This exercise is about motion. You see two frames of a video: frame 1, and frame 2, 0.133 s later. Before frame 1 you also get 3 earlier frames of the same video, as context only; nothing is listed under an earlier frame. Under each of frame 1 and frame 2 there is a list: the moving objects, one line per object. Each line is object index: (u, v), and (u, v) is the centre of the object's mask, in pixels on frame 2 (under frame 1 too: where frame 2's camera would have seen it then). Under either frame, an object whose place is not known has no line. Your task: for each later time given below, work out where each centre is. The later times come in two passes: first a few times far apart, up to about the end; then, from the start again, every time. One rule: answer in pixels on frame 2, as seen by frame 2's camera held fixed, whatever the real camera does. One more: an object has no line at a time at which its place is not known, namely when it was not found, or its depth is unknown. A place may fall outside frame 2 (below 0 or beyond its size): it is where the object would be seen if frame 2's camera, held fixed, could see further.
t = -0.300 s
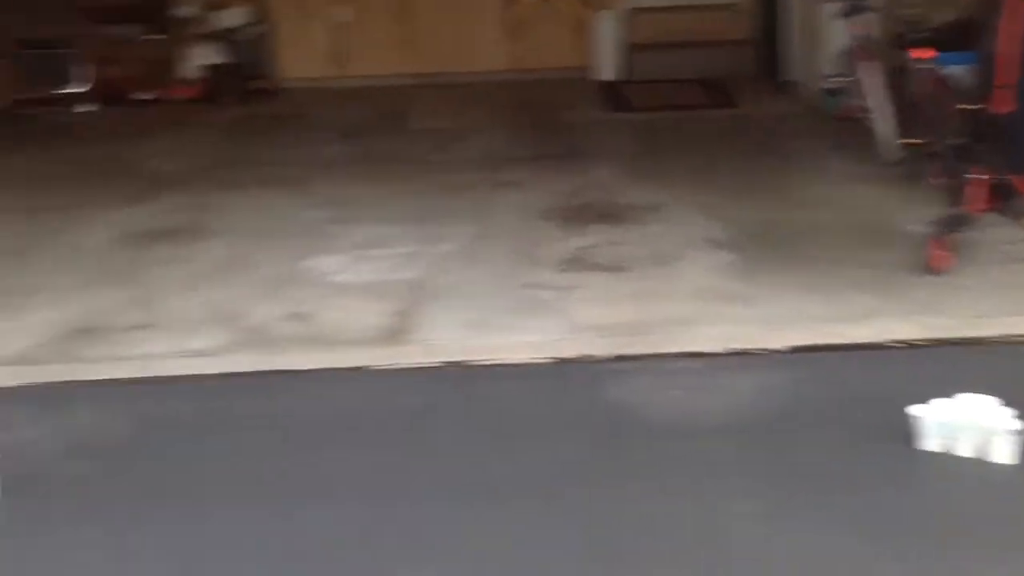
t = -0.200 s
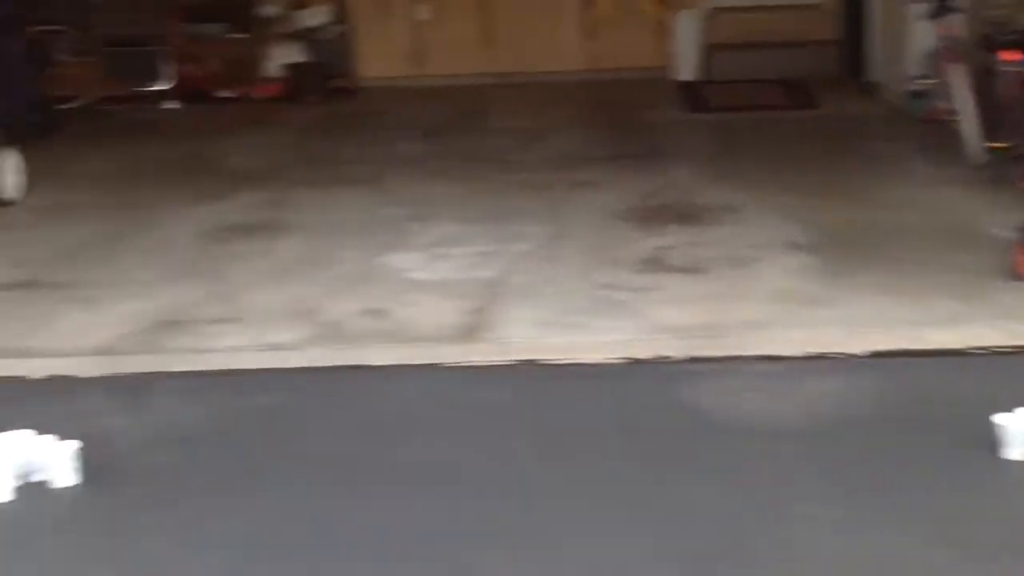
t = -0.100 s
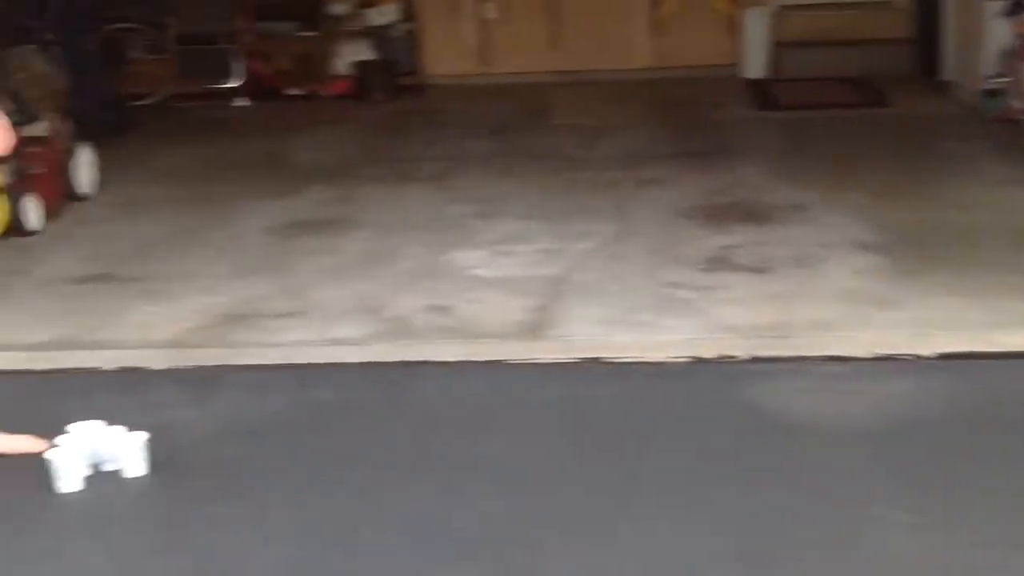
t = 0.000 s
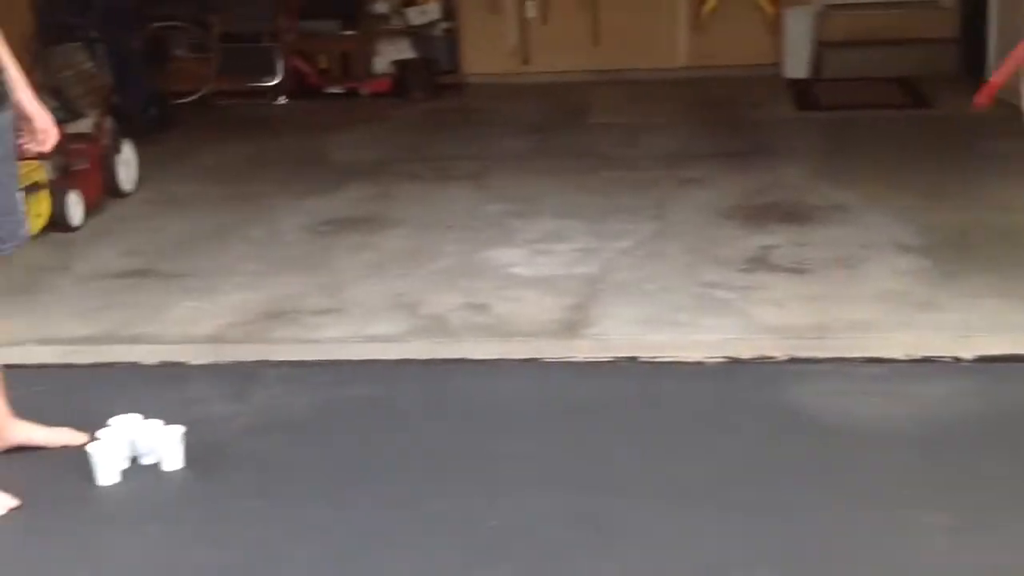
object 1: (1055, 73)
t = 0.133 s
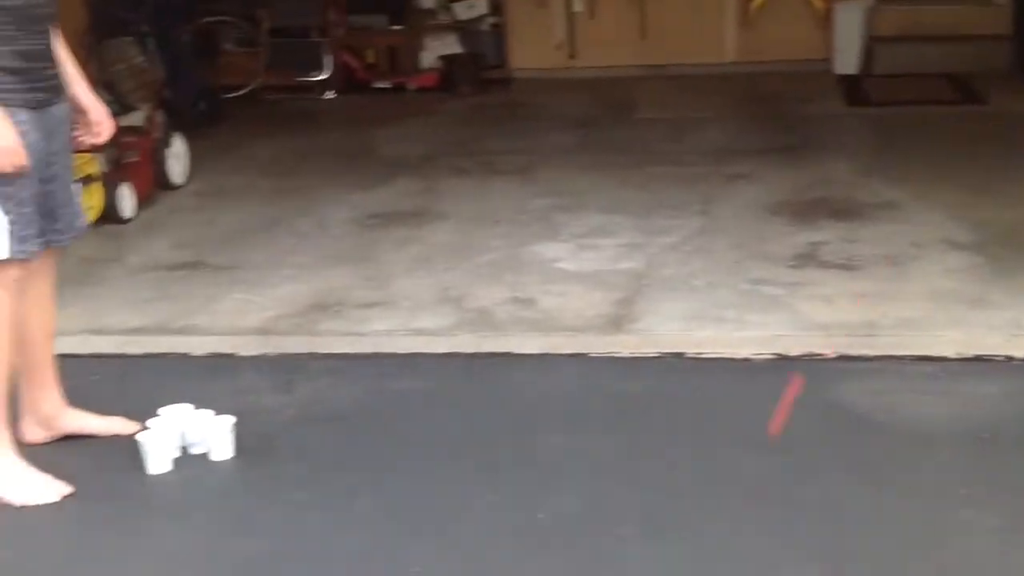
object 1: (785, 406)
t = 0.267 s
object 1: (696, 277)
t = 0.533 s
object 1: (554, 113)
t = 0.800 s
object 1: (439, 242)
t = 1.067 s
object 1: (360, 319)
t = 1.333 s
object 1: (285, 279)
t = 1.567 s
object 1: (247, 376)
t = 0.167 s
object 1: (750, 416)
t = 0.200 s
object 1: (732, 371)
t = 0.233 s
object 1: (713, 318)
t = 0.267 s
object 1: (696, 277)
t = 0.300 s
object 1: (678, 239)
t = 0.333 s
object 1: (661, 208)
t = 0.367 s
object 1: (642, 179)
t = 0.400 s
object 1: (624, 156)
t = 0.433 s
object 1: (606, 139)
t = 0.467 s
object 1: (588, 126)
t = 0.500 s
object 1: (572, 117)
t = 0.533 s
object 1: (554, 113)
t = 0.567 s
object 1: (538, 114)
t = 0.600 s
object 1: (521, 120)
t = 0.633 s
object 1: (505, 129)
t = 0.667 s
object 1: (490, 144)
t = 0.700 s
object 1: (476, 162)
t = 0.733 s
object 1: (462, 185)
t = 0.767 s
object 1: (450, 211)
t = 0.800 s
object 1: (439, 242)
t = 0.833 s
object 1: (429, 277)
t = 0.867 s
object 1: (420, 314)
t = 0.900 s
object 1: (412, 360)
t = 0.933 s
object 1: (406, 401)
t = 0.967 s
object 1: (398, 401)
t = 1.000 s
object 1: (384, 369)
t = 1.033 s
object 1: (371, 343)
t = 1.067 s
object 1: (360, 319)
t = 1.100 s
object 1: (349, 299)
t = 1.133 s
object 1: (338, 282)
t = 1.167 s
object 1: (328, 272)
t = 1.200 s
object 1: (318, 265)
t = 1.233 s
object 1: (309, 262)
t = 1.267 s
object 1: (300, 263)
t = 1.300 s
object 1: (291, 268)
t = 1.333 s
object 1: (285, 279)
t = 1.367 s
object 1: (277, 291)
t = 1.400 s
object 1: (270, 309)
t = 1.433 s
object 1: (266, 329)
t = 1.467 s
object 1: (262, 356)
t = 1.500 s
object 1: (257, 381)
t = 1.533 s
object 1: (255, 400)
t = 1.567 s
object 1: (247, 376)
